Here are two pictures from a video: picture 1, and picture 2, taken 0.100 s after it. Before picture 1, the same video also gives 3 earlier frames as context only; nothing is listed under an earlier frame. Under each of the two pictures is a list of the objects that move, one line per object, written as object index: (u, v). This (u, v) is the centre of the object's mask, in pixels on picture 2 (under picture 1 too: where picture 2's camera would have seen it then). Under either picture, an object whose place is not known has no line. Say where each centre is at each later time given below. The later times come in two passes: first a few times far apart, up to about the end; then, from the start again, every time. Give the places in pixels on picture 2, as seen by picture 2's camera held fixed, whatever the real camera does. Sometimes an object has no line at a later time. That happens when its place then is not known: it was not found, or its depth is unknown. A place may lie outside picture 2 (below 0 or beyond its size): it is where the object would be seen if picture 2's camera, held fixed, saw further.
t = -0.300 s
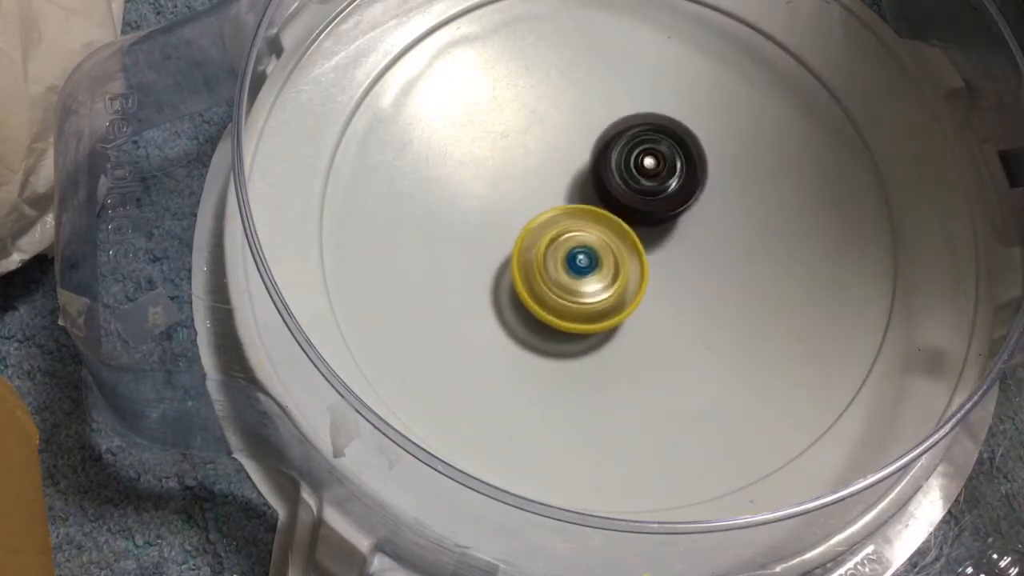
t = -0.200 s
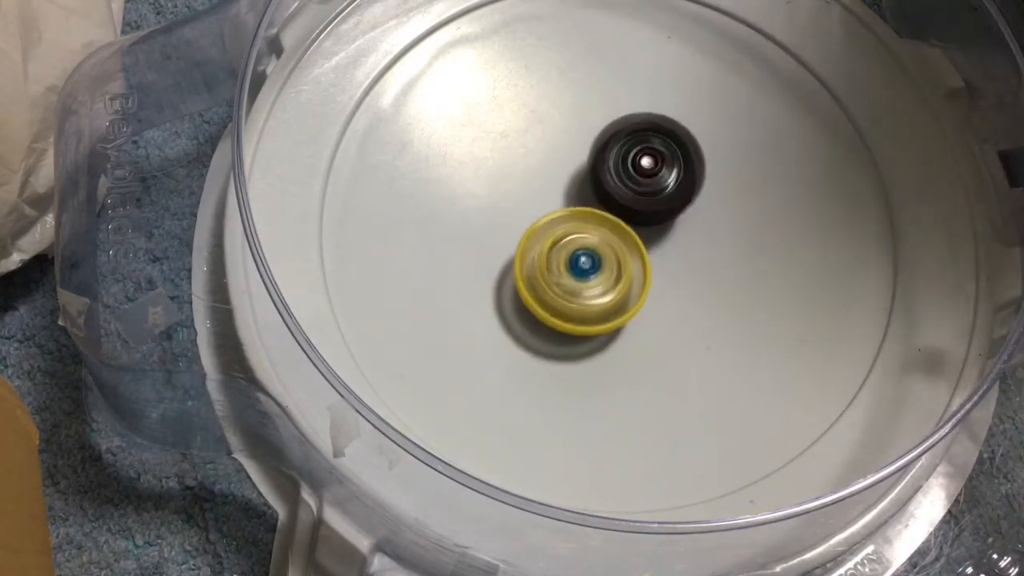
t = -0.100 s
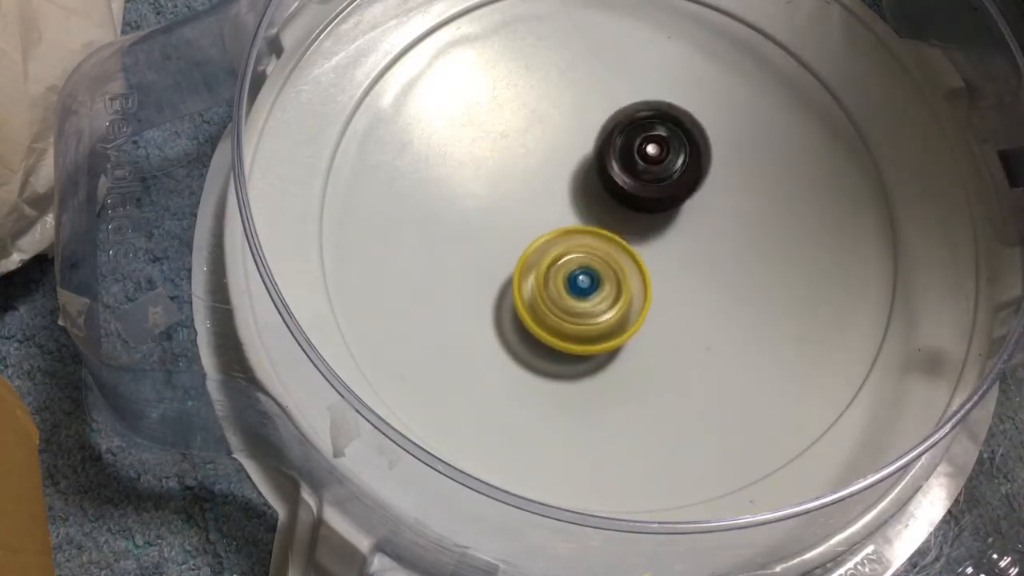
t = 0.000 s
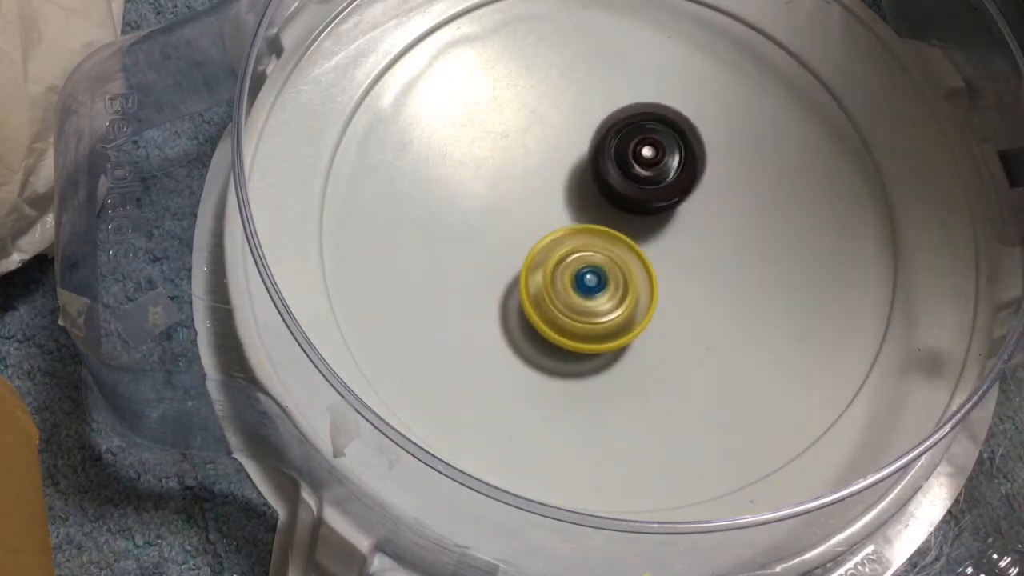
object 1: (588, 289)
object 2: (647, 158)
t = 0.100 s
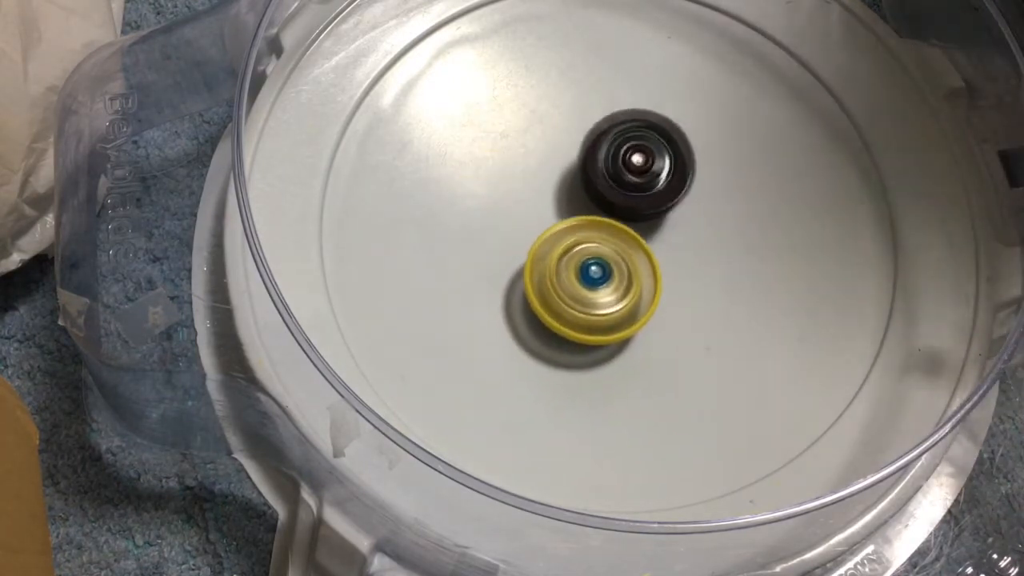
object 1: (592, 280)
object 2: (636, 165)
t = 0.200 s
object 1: (585, 302)
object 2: (634, 146)
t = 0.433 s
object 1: (593, 299)
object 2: (621, 155)
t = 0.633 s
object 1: (598, 293)
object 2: (606, 164)
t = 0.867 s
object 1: (619, 305)
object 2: (604, 168)
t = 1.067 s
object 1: (633, 306)
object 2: (596, 170)
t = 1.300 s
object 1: (641, 300)
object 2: (588, 177)
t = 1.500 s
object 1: (648, 288)
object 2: (586, 178)
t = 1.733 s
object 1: (658, 283)
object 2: (580, 178)
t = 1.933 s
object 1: (666, 283)
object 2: (574, 176)
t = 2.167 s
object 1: (666, 275)
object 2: (568, 175)
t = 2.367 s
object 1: (668, 272)
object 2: (566, 177)
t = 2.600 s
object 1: (668, 269)
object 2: (568, 182)
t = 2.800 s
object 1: (677, 272)
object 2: (568, 183)
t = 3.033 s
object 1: (692, 281)
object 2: (556, 179)
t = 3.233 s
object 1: (673, 271)
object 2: (565, 195)
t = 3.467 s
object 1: (714, 288)
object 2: (534, 165)
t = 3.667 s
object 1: (707, 278)
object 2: (539, 162)
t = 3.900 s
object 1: (671, 265)
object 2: (556, 183)
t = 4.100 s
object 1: (679, 260)
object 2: (555, 179)
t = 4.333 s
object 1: (682, 248)
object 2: (563, 186)
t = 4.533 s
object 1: (693, 243)
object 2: (562, 190)
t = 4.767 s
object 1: (695, 239)
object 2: (561, 198)
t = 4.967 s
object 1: (692, 238)
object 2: (561, 203)
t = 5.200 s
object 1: (700, 238)
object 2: (552, 206)
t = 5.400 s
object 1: (696, 238)
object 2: (549, 215)
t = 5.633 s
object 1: (689, 233)
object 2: (551, 217)
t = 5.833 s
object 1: (706, 229)
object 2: (538, 216)
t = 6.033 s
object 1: (688, 231)
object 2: (552, 221)
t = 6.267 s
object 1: (696, 226)
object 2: (543, 218)
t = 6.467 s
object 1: (726, 223)
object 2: (511, 214)
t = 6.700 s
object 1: (719, 219)
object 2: (511, 213)
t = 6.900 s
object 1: (684, 220)
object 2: (544, 219)
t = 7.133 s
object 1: (703, 203)
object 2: (528, 210)
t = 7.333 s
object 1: (698, 198)
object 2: (538, 207)
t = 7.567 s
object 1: (687, 205)
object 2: (548, 206)
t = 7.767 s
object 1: (689, 206)
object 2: (539, 205)
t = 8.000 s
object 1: (681, 210)
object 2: (540, 212)
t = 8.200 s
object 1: (686, 209)
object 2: (536, 217)
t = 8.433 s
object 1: (681, 211)
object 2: (549, 222)
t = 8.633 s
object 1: (697, 207)
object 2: (533, 223)
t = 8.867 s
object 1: (707, 209)
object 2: (521, 230)
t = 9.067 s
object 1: (680, 215)
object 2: (548, 231)
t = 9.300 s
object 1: (677, 203)
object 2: (550, 215)
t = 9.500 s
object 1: (674, 193)
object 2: (542, 207)
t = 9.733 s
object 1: (670, 192)
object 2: (543, 208)
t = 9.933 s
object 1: (688, 196)
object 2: (532, 216)
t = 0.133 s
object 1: (590, 282)
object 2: (633, 164)
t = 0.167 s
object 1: (586, 294)
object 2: (634, 153)
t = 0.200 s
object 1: (585, 302)
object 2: (634, 146)
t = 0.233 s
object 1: (587, 306)
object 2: (635, 143)
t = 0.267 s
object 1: (589, 308)
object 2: (635, 143)
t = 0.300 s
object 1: (590, 308)
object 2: (633, 144)
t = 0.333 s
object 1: (591, 307)
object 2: (631, 146)
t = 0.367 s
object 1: (592, 305)
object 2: (628, 149)
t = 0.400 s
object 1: (593, 302)
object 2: (624, 152)
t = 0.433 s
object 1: (593, 299)
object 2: (621, 155)
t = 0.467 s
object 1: (593, 296)
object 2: (618, 158)
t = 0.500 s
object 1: (594, 292)
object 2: (614, 162)
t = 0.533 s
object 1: (595, 287)
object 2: (611, 166)
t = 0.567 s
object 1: (595, 290)
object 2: (608, 165)
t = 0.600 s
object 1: (596, 292)
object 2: (607, 163)
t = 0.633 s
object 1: (598, 293)
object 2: (606, 164)
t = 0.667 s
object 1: (601, 291)
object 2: (606, 168)
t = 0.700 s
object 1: (604, 295)
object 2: (604, 168)
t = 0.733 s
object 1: (607, 303)
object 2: (604, 162)
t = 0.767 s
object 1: (610, 307)
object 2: (603, 161)
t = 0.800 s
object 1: (614, 308)
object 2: (604, 161)
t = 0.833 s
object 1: (617, 308)
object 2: (604, 164)
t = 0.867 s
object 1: (619, 305)
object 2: (604, 168)
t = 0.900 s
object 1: (621, 302)
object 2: (602, 172)
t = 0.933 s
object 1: (622, 298)
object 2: (601, 177)
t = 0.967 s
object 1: (625, 304)
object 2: (598, 173)
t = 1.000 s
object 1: (628, 307)
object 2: (596, 170)
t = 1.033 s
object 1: (631, 307)
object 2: (596, 169)
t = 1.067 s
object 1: (633, 306)
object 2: (596, 170)
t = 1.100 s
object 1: (633, 304)
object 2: (596, 172)
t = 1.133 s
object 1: (634, 302)
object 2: (595, 175)
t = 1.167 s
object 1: (634, 300)
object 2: (595, 179)
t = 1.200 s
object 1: (635, 299)
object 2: (592, 179)
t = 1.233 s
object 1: (638, 302)
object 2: (589, 177)
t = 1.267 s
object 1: (640, 302)
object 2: (589, 176)
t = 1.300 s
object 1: (641, 300)
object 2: (588, 177)
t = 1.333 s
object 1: (642, 297)
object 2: (588, 178)
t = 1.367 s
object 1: (642, 293)
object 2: (588, 180)
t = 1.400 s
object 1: (644, 294)
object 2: (586, 178)
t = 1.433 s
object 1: (646, 293)
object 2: (585, 177)
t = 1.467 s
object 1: (648, 290)
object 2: (585, 177)
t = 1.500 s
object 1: (648, 288)
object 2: (586, 178)
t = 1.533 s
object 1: (652, 291)
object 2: (583, 175)
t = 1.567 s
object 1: (656, 292)
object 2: (581, 172)
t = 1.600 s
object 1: (658, 290)
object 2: (581, 172)
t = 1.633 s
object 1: (659, 288)
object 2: (581, 173)
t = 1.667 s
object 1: (658, 286)
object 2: (582, 175)
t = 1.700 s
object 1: (658, 283)
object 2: (582, 178)
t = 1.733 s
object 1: (658, 283)
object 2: (580, 178)
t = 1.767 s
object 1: (660, 284)
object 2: (578, 177)
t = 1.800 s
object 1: (660, 283)
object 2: (578, 177)
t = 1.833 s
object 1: (661, 281)
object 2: (579, 178)
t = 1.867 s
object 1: (660, 280)
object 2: (579, 179)
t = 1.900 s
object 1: (664, 283)
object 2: (576, 177)
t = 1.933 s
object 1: (666, 283)
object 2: (574, 176)
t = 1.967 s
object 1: (667, 282)
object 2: (574, 175)
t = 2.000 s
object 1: (667, 280)
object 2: (574, 176)
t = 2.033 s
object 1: (665, 277)
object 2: (574, 177)
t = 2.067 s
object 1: (663, 274)
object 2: (574, 179)
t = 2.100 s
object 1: (664, 275)
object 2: (572, 178)
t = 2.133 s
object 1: (665, 276)
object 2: (568, 176)
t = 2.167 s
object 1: (666, 275)
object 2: (568, 175)
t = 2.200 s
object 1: (665, 273)
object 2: (568, 176)
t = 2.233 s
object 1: (664, 271)
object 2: (569, 177)
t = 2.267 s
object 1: (662, 271)
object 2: (569, 179)
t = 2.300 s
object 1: (666, 274)
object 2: (566, 177)
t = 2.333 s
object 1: (668, 274)
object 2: (566, 176)
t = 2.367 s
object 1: (668, 272)
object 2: (566, 177)
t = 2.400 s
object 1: (666, 271)
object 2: (567, 178)
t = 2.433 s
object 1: (664, 269)
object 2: (569, 180)
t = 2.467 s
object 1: (667, 272)
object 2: (566, 179)
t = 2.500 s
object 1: (669, 272)
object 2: (564, 178)
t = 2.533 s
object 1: (669, 271)
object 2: (565, 178)
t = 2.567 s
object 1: (669, 270)
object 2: (566, 180)
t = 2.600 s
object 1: (668, 269)
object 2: (568, 182)
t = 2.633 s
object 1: (670, 271)
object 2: (567, 182)
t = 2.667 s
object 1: (675, 274)
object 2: (564, 179)
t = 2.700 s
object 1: (678, 275)
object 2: (564, 178)
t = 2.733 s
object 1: (680, 274)
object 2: (564, 179)
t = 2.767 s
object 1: (679, 273)
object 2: (566, 180)
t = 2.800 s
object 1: (677, 272)
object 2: (568, 183)
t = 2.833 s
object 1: (674, 271)
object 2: (571, 187)
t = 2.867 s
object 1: (675, 273)
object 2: (570, 189)
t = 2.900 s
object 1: (685, 279)
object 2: (561, 184)
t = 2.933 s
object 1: (690, 282)
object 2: (556, 180)
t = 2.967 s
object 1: (692, 282)
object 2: (555, 178)
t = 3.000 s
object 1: (692, 282)
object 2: (555, 178)
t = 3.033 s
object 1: (692, 281)
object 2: (556, 179)
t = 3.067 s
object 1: (690, 280)
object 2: (558, 181)
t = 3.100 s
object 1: (688, 278)
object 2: (559, 184)
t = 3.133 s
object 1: (684, 276)
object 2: (560, 187)
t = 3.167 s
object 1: (680, 274)
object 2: (562, 190)
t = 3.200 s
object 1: (676, 273)
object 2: (563, 192)
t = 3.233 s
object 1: (673, 271)
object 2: (565, 195)
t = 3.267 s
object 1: (676, 272)
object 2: (562, 194)
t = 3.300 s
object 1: (676, 271)
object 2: (562, 193)
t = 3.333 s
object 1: (675, 268)
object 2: (564, 193)
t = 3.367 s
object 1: (679, 271)
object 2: (562, 191)
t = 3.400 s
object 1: (695, 279)
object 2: (548, 180)
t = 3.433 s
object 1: (707, 286)
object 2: (539, 171)
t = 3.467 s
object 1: (714, 288)
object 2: (534, 165)
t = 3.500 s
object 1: (718, 287)
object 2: (533, 161)
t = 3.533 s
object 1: (719, 285)
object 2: (533, 159)
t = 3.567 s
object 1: (718, 284)
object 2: (534, 158)
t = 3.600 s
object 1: (715, 282)
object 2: (535, 158)
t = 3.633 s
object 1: (711, 280)
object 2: (537, 160)
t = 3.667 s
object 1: (707, 278)
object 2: (539, 162)
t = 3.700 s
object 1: (701, 275)
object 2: (541, 166)
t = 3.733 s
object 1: (694, 273)
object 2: (544, 169)
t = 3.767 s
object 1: (688, 271)
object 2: (547, 172)
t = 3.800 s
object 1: (682, 268)
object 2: (551, 176)
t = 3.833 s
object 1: (676, 265)
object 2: (555, 180)
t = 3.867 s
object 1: (669, 262)
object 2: (559, 184)
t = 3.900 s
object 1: (671, 265)
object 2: (556, 183)
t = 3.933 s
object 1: (680, 270)
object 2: (548, 178)
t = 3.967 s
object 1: (685, 272)
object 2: (545, 175)
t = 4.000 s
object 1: (685, 269)
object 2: (546, 174)
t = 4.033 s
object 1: (684, 267)
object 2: (549, 174)
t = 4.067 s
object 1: (682, 264)
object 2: (552, 176)
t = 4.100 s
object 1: (679, 260)
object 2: (555, 179)
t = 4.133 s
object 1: (675, 256)
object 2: (559, 181)
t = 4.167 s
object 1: (673, 255)
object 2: (560, 184)
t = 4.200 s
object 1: (677, 255)
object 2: (557, 183)
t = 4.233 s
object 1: (679, 254)
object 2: (557, 182)
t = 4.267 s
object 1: (680, 251)
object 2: (560, 183)
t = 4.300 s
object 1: (680, 249)
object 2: (563, 185)
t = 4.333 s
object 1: (682, 248)
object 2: (563, 186)
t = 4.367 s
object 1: (690, 250)
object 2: (558, 184)
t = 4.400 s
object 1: (694, 248)
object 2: (557, 183)
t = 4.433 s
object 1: (694, 245)
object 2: (557, 184)
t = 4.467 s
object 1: (694, 244)
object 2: (559, 186)
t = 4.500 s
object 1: (693, 244)
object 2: (560, 188)
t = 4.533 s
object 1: (693, 243)
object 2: (562, 190)
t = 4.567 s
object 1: (690, 241)
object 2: (563, 192)
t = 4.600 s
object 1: (689, 242)
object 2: (565, 195)
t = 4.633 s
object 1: (696, 243)
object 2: (559, 194)
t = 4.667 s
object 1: (698, 243)
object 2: (557, 194)
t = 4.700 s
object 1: (699, 242)
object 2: (557, 194)
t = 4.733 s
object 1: (698, 240)
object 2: (558, 196)
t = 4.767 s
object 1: (695, 239)
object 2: (561, 198)
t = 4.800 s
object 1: (691, 238)
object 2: (563, 200)
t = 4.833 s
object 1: (690, 238)
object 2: (563, 201)
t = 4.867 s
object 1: (691, 239)
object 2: (561, 202)
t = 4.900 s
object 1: (694, 240)
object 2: (559, 201)
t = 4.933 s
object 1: (694, 238)
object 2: (560, 202)
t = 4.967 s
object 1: (692, 238)
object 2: (561, 203)
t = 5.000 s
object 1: (690, 238)
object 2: (563, 205)
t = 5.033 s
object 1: (690, 239)
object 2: (562, 206)
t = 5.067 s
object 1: (695, 239)
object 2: (558, 206)
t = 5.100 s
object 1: (701, 240)
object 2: (553, 205)
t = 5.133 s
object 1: (703, 239)
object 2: (551, 205)
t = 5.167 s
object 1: (702, 238)
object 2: (551, 205)
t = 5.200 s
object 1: (700, 238)
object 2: (552, 206)
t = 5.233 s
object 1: (697, 238)
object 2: (554, 208)
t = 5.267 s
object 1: (693, 237)
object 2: (555, 211)
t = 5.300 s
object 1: (688, 237)
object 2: (557, 213)
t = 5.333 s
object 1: (689, 239)
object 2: (555, 214)
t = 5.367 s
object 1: (695, 239)
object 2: (550, 215)
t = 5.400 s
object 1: (696, 238)
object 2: (549, 215)
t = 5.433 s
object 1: (694, 237)
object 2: (549, 214)
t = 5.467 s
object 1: (691, 236)
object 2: (550, 215)
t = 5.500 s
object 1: (688, 235)
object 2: (553, 216)
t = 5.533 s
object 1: (686, 236)
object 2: (554, 217)
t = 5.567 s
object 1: (691, 236)
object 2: (549, 217)
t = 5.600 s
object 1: (691, 234)
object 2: (549, 217)
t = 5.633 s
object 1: (689, 233)
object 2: (551, 217)
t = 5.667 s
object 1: (688, 232)
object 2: (553, 218)
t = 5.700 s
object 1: (686, 231)
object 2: (555, 219)
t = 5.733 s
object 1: (696, 232)
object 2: (546, 218)
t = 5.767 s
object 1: (703, 232)
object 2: (540, 218)
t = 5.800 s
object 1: (707, 230)
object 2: (538, 217)
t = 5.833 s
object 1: (706, 229)
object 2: (538, 216)
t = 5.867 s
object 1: (705, 228)
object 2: (538, 216)
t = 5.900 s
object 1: (703, 229)
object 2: (540, 217)
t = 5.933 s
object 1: (700, 229)
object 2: (543, 218)
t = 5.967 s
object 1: (696, 229)
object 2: (544, 219)
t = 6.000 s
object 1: (692, 230)
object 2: (548, 220)
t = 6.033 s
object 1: (688, 231)
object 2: (552, 221)
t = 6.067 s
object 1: (685, 231)
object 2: (553, 222)
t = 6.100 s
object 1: (696, 231)
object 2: (544, 222)
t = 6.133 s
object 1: (701, 230)
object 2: (539, 221)
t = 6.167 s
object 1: (703, 230)
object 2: (538, 220)
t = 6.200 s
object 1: (703, 228)
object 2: (538, 219)
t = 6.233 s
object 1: (699, 226)
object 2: (539, 218)
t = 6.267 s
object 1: (696, 226)
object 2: (543, 218)
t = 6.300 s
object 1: (692, 226)
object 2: (545, 218)
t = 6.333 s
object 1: (688, 224)
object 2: (549, 218)
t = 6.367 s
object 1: (682, 224)
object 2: (553, 218)
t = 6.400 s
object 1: (699, 224)
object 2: (537, 217)
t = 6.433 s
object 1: (715, 224)
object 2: (521, 215)
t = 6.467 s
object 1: (726, 223)
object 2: (511, 214)
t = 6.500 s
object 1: (730, 221)
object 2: (507, 212)
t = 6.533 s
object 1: (729, 219)
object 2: (505, 210)
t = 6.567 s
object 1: (730, 219)
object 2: (504, 209)
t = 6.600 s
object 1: (728, 218)
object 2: (505, 210)
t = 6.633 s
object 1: (725, 219)
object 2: (506, 211)
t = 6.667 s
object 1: (723, 220)
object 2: (508, 211)
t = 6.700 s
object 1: (719, 219)
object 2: (511, 213)
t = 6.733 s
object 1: (714, 220)
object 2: (515, 214)
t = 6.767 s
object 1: (710, 221)
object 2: (519, 215)
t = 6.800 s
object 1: (705, 220)
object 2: (525, 216)
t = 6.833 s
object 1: (698, 220)
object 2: (531, 218)
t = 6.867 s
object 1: (691, 221)
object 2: (537, 218)
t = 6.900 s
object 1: (684, 220)
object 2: (544, 219)
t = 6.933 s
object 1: (679, 219)
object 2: (549, 219)
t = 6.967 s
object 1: (682, 217)
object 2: (546, 219)
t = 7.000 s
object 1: (680, 216)
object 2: (547, 217)
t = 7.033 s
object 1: (679, 213)
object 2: (549, 215)
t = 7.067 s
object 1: (691, 209)
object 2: (537, 214)
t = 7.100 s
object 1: (700, 206)
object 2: (531, 212)
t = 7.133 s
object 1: (703, 203)
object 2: (528, 210)
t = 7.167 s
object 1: (703, 200)
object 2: (529, 209)
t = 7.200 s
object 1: (703, 199)
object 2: (529, 208)
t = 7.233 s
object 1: (703, 197)
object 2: (531, 207)
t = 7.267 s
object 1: (701, 198)
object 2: (533, 208)
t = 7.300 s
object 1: (700, 199)
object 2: (535, 207)
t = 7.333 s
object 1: (698, 198)
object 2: (538, 207)
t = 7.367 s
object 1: (695, 199)
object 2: (541, 207)
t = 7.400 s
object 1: (692, 201)
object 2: (544, 208)
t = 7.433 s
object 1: (688, 201)
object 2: (547, 207)
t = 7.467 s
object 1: (683, 203)
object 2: (552, 207)
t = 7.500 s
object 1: (683, 204)
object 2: (553, 207)
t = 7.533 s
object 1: (685, 205)
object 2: (550, 206)
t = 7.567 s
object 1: (687, 205)
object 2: (548, 206)
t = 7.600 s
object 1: (684, 205)
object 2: (548, 205)
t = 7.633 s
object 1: (682, 205)
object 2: (549, 204)
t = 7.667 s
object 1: (679, 206)
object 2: (550, 204)
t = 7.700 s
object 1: (686, 206)
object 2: (543, 205)
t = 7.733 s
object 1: (688, 206)
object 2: (540, 204)
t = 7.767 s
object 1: (689, 206)
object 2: (539, 205)
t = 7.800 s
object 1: (687, 205)
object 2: (539, 204)
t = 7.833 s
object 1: (685, 206)
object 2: (541, 206)
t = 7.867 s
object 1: (682, 207)
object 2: (541, 207)
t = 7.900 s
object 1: (678, 208)
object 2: (543, 208)
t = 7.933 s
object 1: (675, 209)
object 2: (546, 210)
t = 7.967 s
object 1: (678, 210)
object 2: (542, 211)
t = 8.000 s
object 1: (681, 210)
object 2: (540, 212)
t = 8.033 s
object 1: (679, 210)
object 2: (542, 213)
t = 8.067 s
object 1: (678, 210)
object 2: (544, 214)
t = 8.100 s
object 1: (675, 209)
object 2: (546, 214)
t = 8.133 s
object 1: (679, 210)
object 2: (542, 216)
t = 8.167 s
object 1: (686, 210)
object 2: (537, 216)
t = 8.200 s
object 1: (686, 209)
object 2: (536, 217)
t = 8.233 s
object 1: (685, 210)
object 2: (538, 217)
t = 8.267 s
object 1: (683, 208)
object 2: (539, 218)
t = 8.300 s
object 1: (680, 210)
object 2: (542, 219)
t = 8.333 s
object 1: (679, 211)
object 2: (545, 219)
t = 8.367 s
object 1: (678, 211)
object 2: (548, 220)
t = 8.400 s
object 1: (681, 211)
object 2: (547, 221)
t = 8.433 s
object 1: (681, 211)
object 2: (549, 222)
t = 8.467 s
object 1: (678, 210)
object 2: (550, 221)
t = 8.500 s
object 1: (681, 210)
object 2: (549, 222)
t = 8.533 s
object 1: (681, 210)
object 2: (548, 221)
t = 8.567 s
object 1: (679, 210)
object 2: (550, 220)
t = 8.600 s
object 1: (681, 210)
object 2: (548, 220)
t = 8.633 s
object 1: (697, 207)
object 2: (533, 223)
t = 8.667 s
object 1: (708, 205)
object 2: (523, 225)
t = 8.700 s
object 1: (712, 205)
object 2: (518, 225)
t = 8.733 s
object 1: (713, 205)
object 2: (517, 226)
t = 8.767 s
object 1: (712, 205)
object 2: (516, 226)
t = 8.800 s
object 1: (711, 206)
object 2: (517, 228)
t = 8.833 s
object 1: (710, 207)
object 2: (518, 229)
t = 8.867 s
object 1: (707, 209)
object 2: (521, 230)
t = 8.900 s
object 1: (705, 210)
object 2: (524, 231)
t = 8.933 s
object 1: (700, 212)
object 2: (527, 231)
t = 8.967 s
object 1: (697, 213)
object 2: (532, 232)
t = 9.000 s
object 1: (691, 214)
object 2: (536, 232)
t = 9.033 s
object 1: (685, 215)
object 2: (542, 232)
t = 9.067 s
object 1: (680, 215)
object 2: (548, 231)
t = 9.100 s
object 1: (682, 214)
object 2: (546, 230)
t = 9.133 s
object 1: (688, 212)
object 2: (542, 229)
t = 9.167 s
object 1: (687, 210)
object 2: (542, 227)
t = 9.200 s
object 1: (685, 209)
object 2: (544, 224)
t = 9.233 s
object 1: (682, 206)
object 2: (546, 221)
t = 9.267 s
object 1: (678, 204)
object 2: (548, 217)
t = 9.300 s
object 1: (677, 203)
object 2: (550, 215)
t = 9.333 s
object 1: (678, 201)
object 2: (547, 214)
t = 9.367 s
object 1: (680, 198)
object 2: (544, 212)
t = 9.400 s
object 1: (677, 197)
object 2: (543, 211)
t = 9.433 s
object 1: (677, 194)
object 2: (542, 209)
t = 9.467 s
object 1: (674, 193)
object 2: (542, 208)
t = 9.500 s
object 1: (674, 193)
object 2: (542, 207)
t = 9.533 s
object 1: (672, 192)
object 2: (543, 207)
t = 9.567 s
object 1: (671, 193)
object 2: (543, 207)
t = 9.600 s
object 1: (672, 192)
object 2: (543, 207)
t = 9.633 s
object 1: (671, 193)
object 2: (542, 207)
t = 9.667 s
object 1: (670, 191)
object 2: (543, 207)
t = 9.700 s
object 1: (670, 192)
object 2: (543, 208)
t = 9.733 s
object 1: (670, 192)
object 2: (543, 208)
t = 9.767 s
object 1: (677, 192)
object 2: (537, 209)
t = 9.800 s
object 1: (686, 191)
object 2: (530, 211)
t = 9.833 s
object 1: (688, 192)
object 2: (528, 213)
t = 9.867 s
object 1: (689, 193)
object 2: (529, 213)
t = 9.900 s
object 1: (688, 194)
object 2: (531, 215)
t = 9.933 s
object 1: (688, 196)
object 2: (532, 216)
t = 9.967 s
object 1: (686, 198)
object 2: (535, 218)
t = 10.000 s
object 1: (685, 202)
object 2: (538, 219)
